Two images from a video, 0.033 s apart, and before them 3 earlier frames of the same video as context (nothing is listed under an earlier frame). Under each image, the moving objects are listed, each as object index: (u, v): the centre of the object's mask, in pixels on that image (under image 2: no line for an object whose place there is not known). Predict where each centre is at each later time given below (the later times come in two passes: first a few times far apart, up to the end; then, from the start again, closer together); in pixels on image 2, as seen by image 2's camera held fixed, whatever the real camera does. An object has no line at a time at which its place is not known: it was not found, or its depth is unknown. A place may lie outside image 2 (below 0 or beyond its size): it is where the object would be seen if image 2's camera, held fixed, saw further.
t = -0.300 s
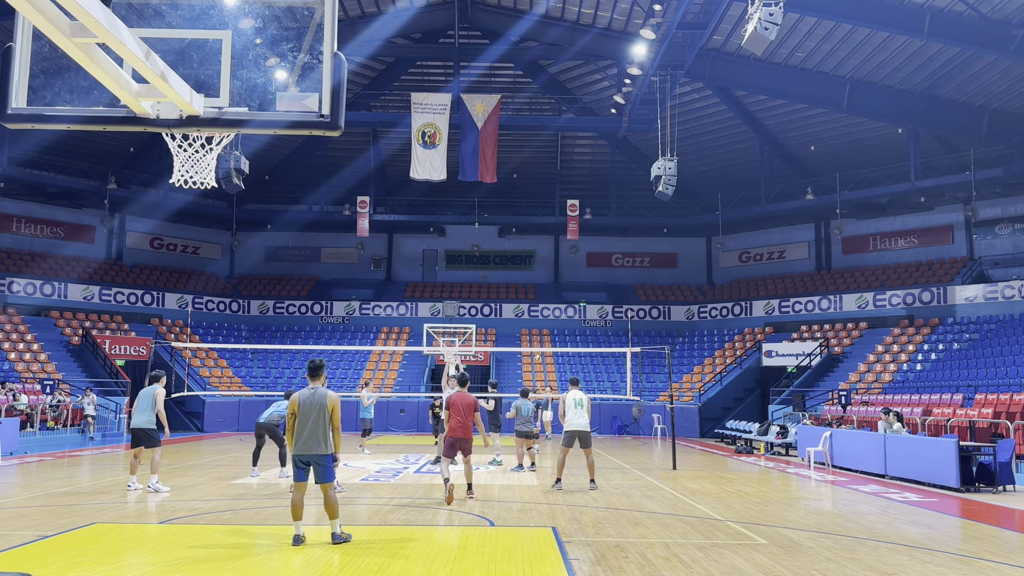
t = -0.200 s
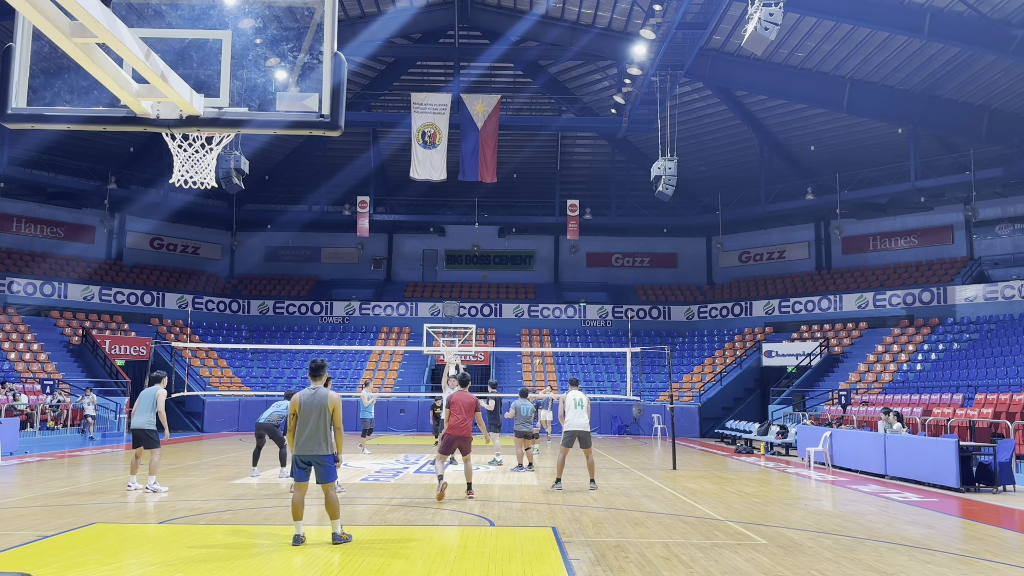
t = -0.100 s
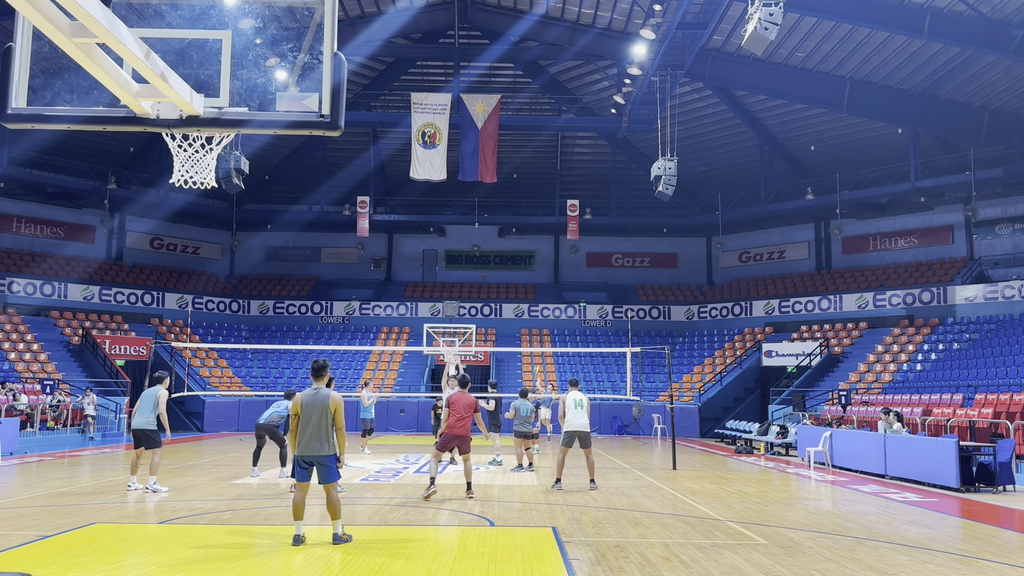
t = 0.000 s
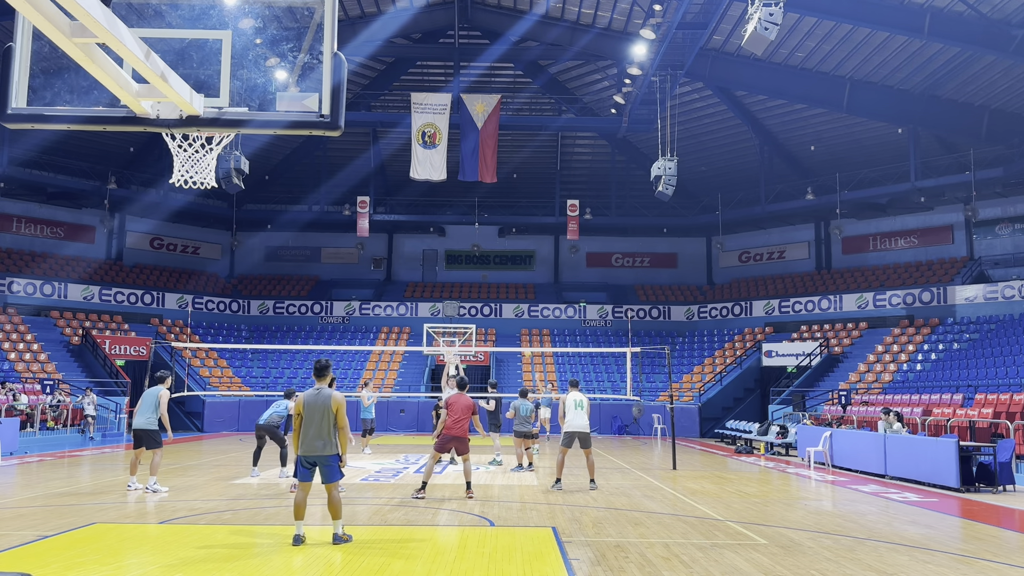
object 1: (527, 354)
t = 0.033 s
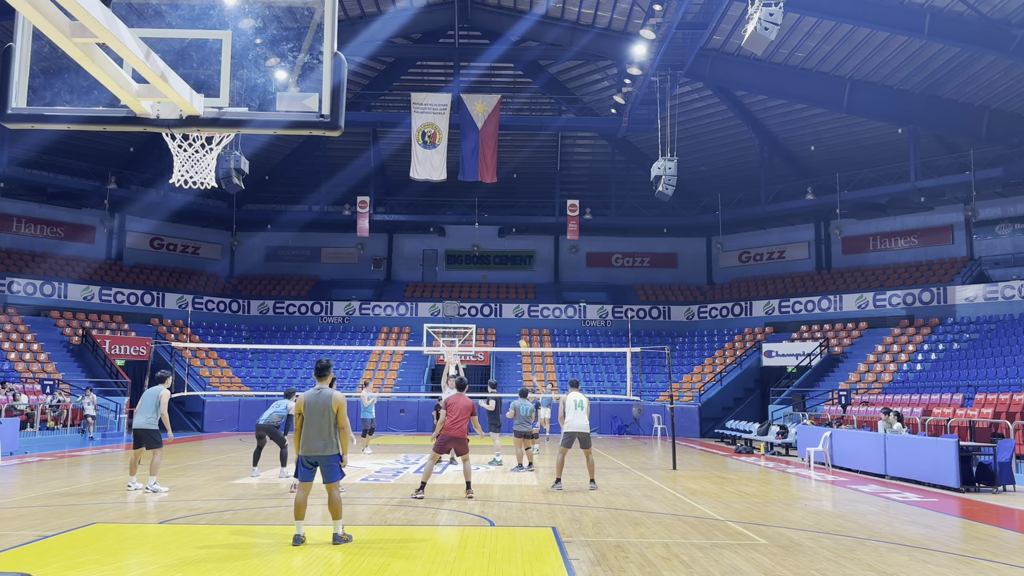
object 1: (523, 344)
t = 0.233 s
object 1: (491, 296)
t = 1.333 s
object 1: (152, 276)
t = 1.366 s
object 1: (134, 288)
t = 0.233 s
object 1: (491, 296)
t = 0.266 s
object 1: (485, 288)
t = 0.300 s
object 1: (479, 281)
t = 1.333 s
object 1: (152, 276)
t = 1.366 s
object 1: (134, 288)
